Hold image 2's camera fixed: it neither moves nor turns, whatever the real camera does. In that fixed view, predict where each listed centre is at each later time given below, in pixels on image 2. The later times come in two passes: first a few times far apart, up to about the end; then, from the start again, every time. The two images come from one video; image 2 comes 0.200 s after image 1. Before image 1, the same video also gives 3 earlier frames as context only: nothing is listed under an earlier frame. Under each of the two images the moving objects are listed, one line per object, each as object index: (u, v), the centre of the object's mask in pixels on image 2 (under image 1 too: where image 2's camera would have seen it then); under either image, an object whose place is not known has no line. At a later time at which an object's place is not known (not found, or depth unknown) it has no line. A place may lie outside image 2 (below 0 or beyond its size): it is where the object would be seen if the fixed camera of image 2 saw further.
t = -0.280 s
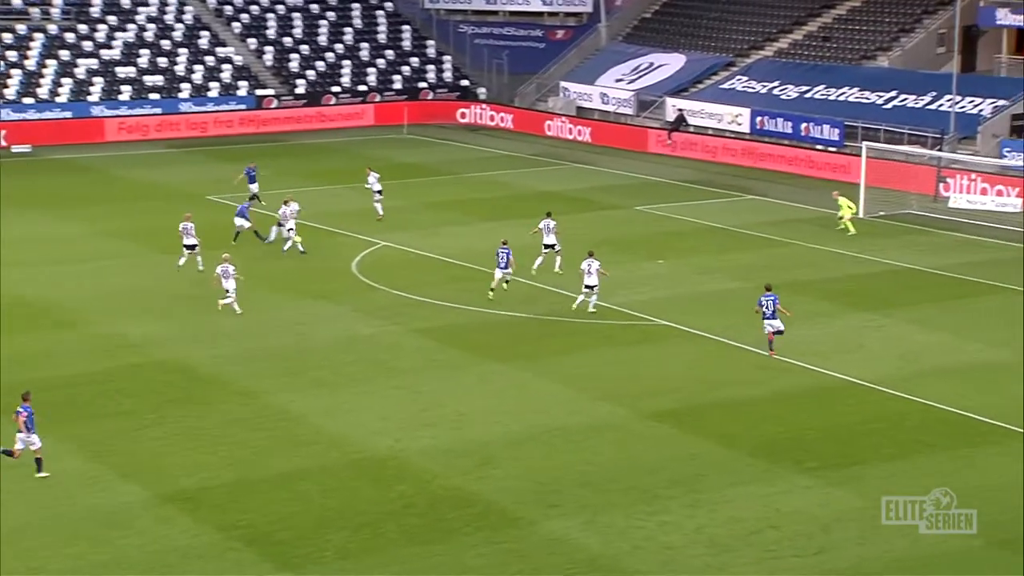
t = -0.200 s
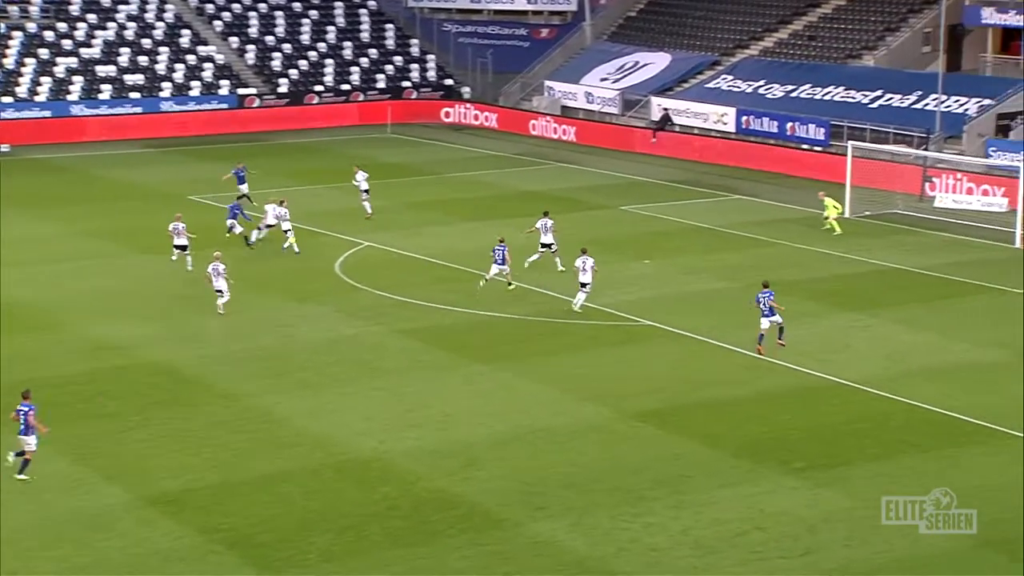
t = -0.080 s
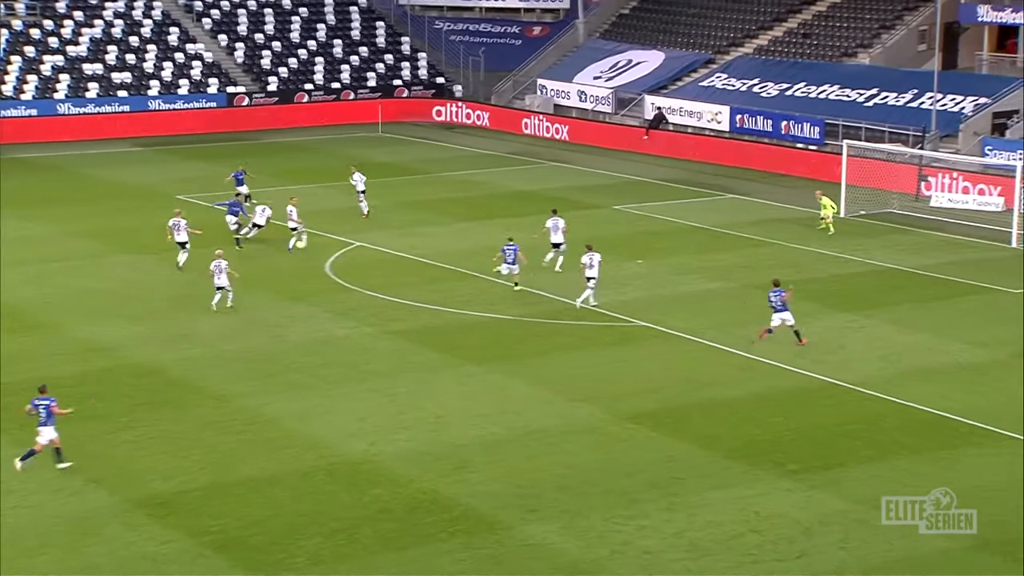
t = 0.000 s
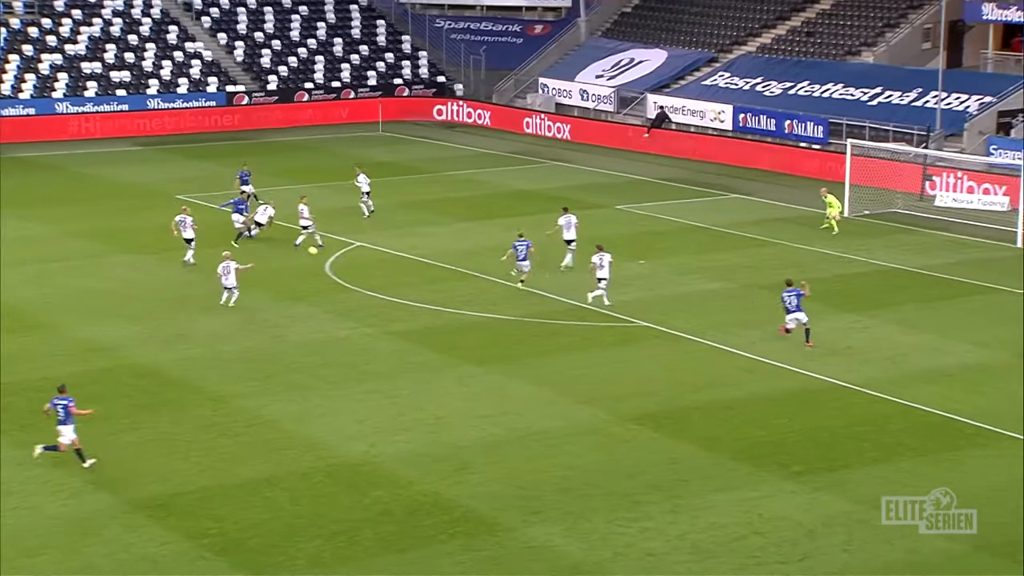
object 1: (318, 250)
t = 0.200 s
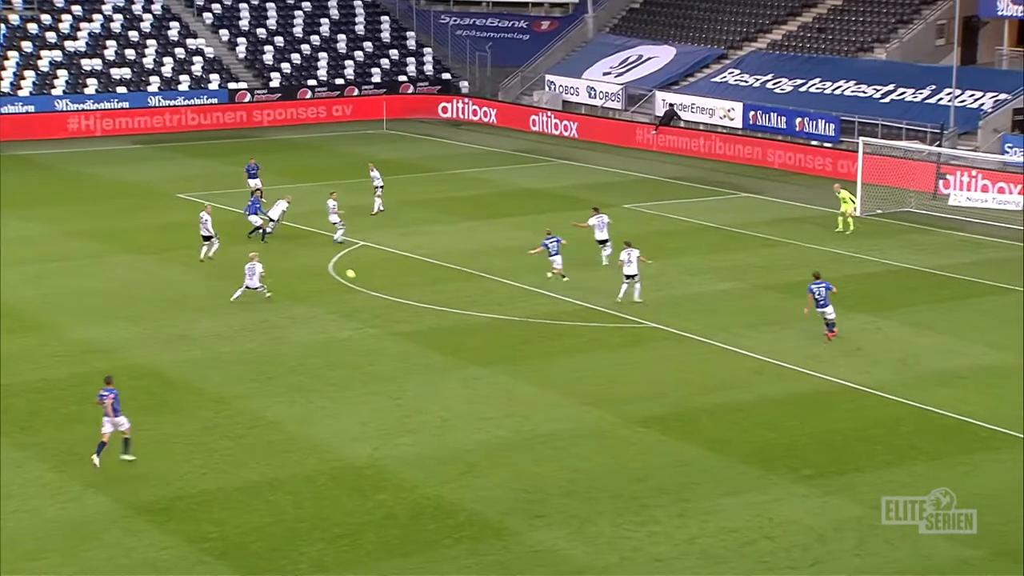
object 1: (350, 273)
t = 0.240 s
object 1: (358, 280)
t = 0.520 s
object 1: (397, 283)
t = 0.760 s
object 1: (433, 304)
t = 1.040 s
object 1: (469, 314)
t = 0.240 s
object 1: (358, 280)
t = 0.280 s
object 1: (364, 283)
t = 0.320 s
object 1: (369, 281)
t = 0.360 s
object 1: (375, 280)
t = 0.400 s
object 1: (380, 280)
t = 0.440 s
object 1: (386, 280)
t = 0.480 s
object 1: (391, 281)
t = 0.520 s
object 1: (397, 283)
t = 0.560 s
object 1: (403, 285)
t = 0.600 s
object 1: (409, 287)
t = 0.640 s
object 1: (415, 290)
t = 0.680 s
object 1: (421, 294)
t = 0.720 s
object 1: (426, 298)
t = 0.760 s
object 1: (433, 304)
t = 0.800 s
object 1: (439, 308)
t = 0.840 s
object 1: (444, 307)
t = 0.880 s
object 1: (449, 307)
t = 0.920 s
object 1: (454, 308)
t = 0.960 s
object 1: (459, 310)
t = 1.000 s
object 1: (464, 312)
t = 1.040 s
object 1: (469, 314)
